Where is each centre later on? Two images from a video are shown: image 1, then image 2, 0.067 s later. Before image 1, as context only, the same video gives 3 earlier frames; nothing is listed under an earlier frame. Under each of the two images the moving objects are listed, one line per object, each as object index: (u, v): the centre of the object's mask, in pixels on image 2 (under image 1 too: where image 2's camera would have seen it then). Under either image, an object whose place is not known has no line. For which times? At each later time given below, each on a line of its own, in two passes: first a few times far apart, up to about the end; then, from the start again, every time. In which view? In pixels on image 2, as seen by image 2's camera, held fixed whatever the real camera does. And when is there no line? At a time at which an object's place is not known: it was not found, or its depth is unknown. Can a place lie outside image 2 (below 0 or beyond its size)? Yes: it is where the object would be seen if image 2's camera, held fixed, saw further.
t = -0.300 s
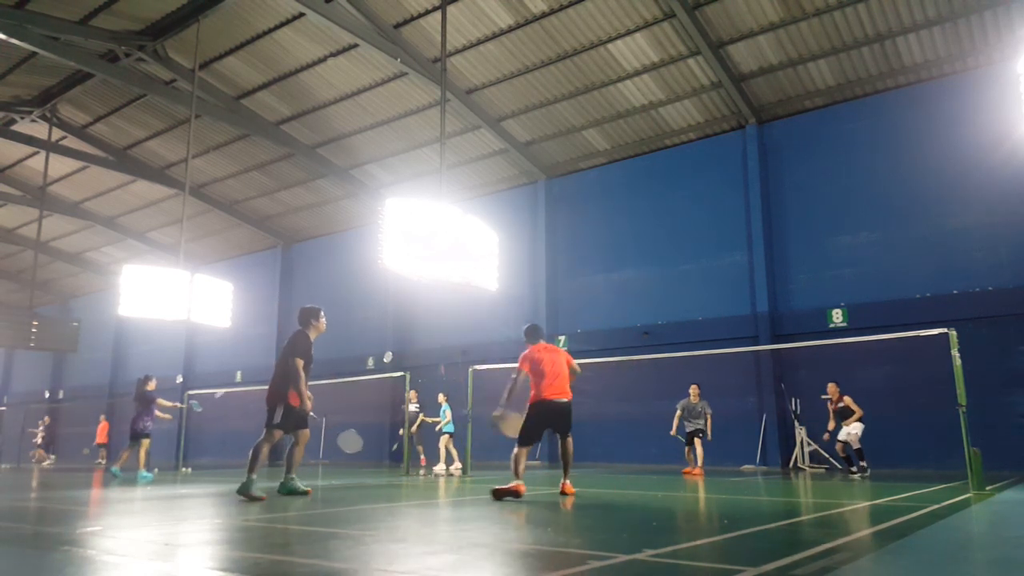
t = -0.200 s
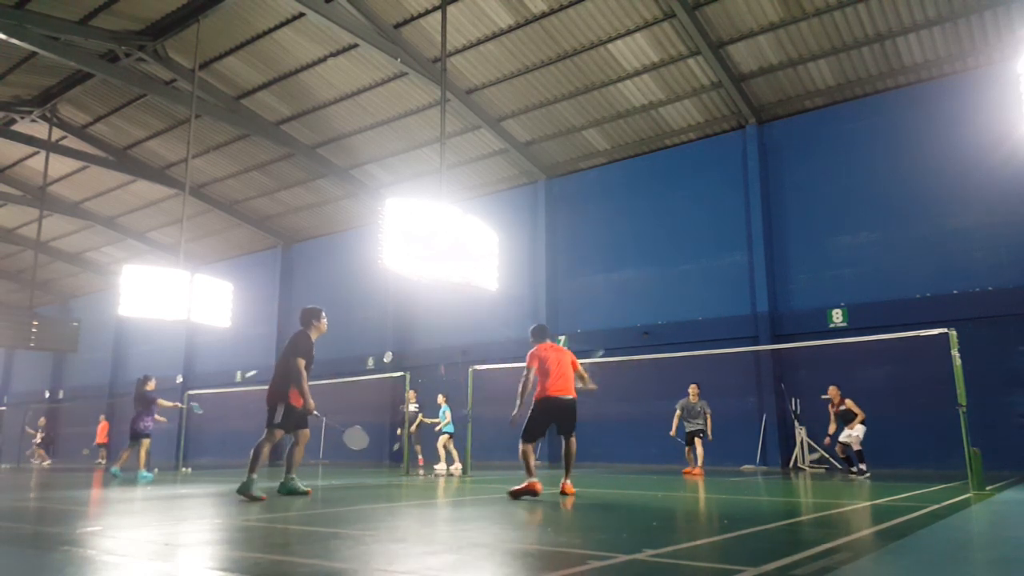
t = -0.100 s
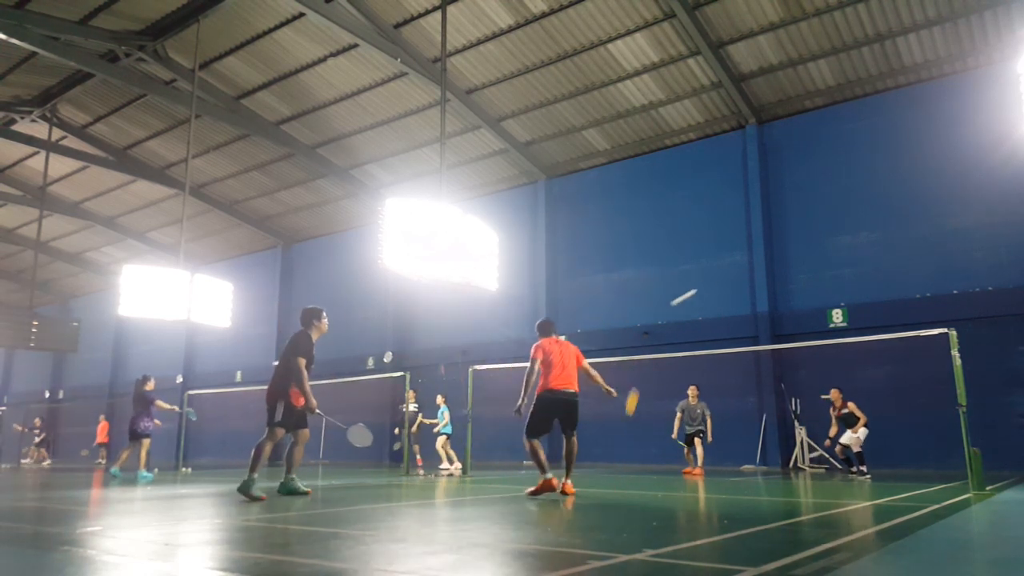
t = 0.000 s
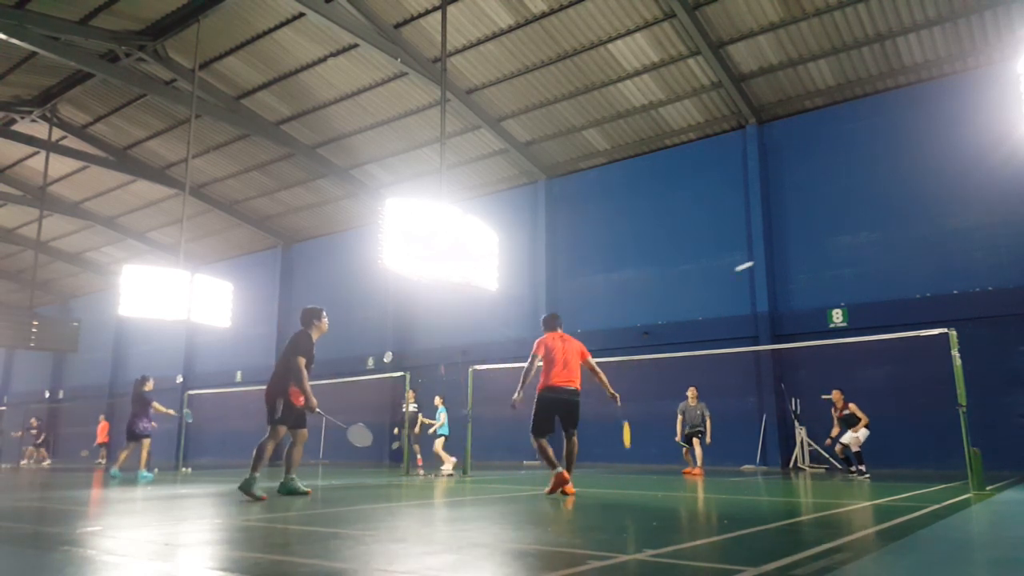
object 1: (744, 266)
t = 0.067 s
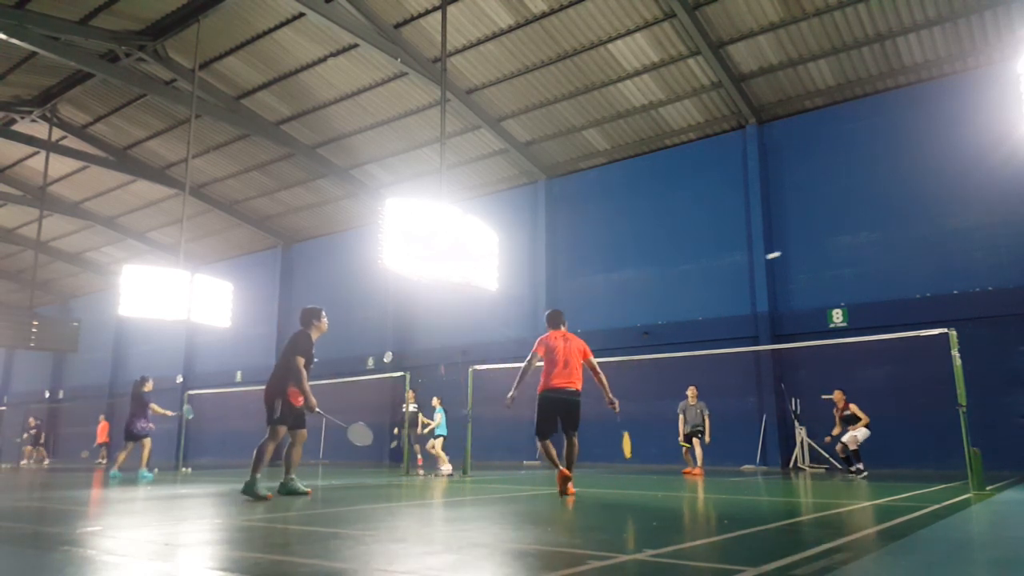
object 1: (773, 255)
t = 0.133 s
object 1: (797, 249)
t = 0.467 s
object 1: (877, 261)
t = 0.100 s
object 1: (785, 252)
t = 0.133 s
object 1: (797, 249)
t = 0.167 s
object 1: (807, 248)
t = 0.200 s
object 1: (816, 247)
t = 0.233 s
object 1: (826, 246)
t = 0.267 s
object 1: (834, 247)
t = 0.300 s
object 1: (843, 248)
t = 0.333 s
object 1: (850, 250)
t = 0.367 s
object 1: (857, 252)
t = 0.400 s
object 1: (864, 255)
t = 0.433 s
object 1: (871, 257)
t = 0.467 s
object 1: (877, 261)
